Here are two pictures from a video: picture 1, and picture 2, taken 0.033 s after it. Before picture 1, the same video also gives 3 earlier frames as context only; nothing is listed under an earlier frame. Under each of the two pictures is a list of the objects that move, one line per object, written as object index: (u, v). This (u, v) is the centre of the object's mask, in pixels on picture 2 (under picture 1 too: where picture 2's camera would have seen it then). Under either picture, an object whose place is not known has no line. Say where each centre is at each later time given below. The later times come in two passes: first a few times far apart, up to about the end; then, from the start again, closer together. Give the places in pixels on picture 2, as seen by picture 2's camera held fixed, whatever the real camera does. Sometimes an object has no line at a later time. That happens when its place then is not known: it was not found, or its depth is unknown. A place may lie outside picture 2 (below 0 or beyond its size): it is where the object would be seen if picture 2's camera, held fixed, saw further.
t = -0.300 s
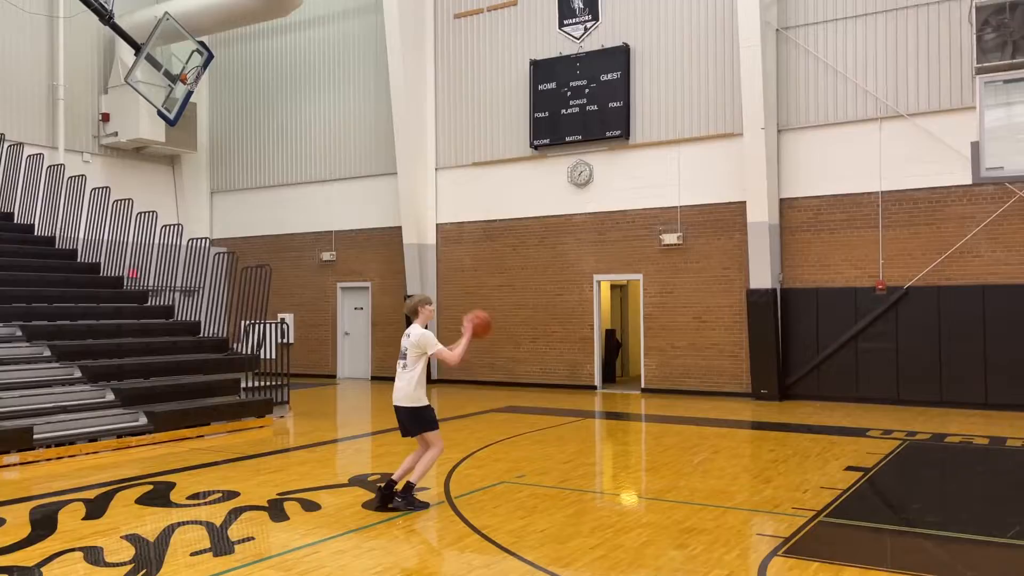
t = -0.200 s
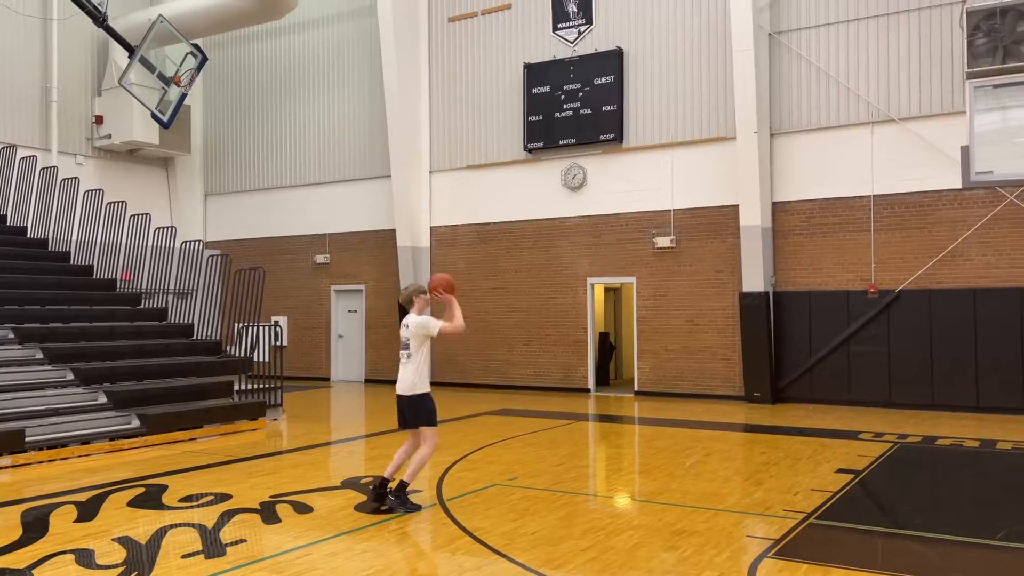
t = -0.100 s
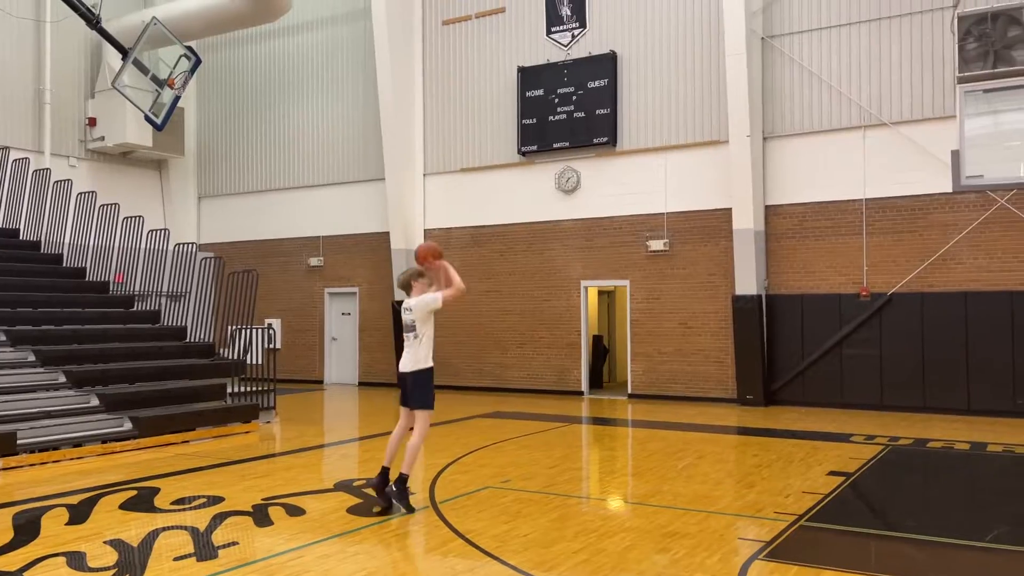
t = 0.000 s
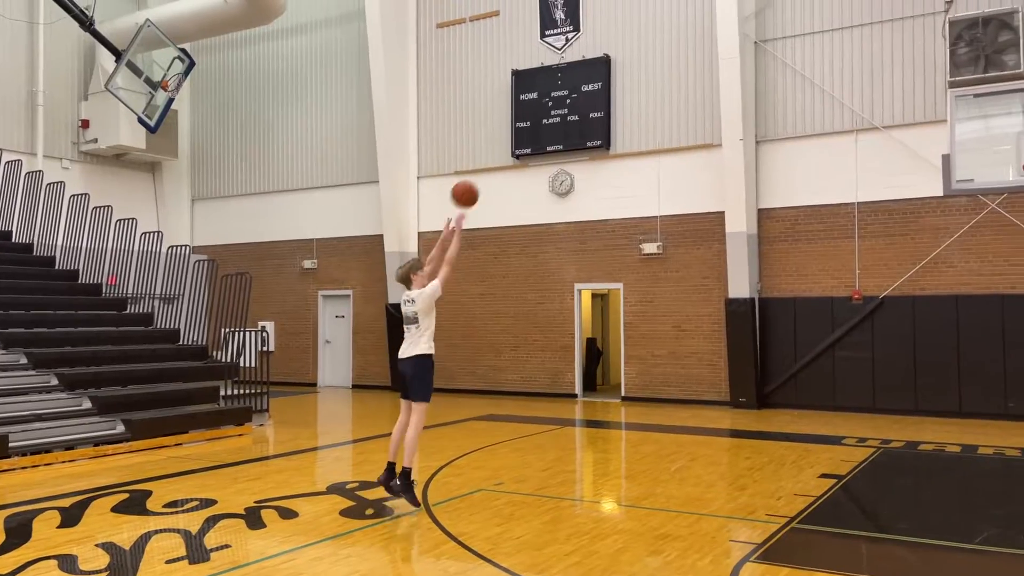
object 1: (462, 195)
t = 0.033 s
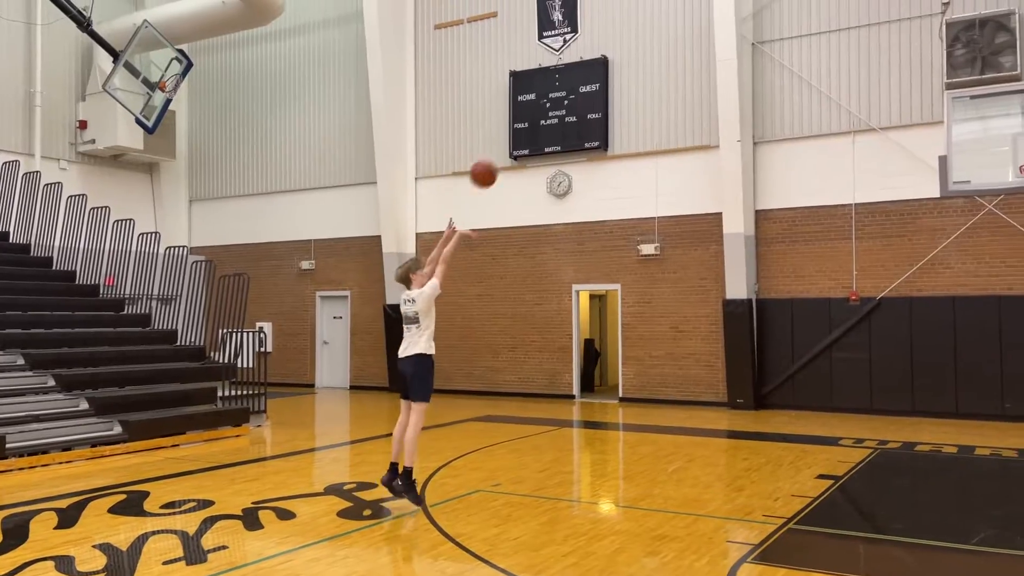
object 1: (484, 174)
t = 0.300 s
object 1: (642, 55)
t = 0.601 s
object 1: (806, 20)
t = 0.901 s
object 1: (956, 79)
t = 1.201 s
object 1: (1081, 196)
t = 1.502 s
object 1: (1145, 285)
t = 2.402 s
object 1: (1192, 316)
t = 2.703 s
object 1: (1182, 366)
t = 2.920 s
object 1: (1177, 463)
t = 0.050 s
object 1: (493, 164)
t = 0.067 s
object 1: (504, 154)
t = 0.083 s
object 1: (515, 145)
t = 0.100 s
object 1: (525, 136)
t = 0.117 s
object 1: (535, 128)
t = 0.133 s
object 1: (544, 119)
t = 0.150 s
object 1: (555, 111)
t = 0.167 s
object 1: (565, 103)
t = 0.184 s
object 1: (575, 96)
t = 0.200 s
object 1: (585, 89)
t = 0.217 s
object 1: (594, 82)
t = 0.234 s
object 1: (604, 76)
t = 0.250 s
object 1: (613, 71)
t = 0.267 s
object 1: (623, 65)
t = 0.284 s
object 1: (633, 60)
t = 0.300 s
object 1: (642, 55)
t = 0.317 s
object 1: (652, 51)
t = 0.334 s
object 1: (661, 46)
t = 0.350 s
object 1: (671, 42)
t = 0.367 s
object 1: (680, 39)
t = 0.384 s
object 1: (689, 36)
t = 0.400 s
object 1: (698, 33)
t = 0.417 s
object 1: (707, 30)
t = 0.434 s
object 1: (717, 27)
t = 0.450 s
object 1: (726, 25)
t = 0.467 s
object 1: (735, 24)
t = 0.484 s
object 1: (744, 22)
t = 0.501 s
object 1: (753, 21)
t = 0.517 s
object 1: (762, 20)
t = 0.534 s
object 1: (771, 20)
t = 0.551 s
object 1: (779, 19)
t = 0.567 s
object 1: (788, 19)
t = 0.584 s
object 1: (797, 20)
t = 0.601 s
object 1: (806, 20)
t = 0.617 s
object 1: (815, 21)
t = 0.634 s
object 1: (823, 22)
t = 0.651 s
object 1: (832, 24)
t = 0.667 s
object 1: (840, 26)
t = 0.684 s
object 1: (849, 28)
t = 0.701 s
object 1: (857, 30)
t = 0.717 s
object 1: (866, 33)
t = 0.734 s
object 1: (874, 36)
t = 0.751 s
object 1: (882, 39)
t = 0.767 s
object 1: (891, 42)
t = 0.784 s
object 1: (899, 46)
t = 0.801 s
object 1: (907, 50)
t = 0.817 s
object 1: (915, 54)
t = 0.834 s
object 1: (923, 59)
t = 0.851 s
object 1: (931, 64)
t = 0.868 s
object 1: (940, 69)
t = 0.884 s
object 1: (948, 74)
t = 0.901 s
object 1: (956, 79)
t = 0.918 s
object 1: (963, 86)
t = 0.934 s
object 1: (972, 91)
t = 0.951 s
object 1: (980, 98)
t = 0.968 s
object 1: (988, 104)
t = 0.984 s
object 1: (996, 111)
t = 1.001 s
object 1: (1004, 118)
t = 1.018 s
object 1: (1011, 126)
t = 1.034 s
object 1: (1019, 133)
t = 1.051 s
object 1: (1027, 141)
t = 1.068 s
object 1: (1034, 149)
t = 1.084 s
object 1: (1042, 154)
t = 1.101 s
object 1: (1049, 161)
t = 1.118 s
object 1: (1056, 174)
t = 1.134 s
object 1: (1069, 184)
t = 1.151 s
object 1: (1074, 187)
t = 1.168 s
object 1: (1075, 197)
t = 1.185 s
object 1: (1078, 192)
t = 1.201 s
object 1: (1081, 196)
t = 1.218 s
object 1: (1084, 199)
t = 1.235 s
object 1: (1088, 203)
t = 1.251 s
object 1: (1092, 205)
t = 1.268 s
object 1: (1096, 207)
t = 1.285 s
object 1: (1098, 210)
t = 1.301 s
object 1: (1103, 216)
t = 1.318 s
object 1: (1105, 219)
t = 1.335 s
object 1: (1109, 225)
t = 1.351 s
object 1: (1113, 228)
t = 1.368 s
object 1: (1116, 233)
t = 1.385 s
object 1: (1119, 238)
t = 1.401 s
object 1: (1123, 245)
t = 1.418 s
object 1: (1127, 250)
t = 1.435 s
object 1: (1130, 258)
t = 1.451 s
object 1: (1135, 264)
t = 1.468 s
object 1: (1138, 271)
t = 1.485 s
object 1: (1142, 277)
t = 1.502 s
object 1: (1145, 285)
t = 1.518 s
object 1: (1149, 291)
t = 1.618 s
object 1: (1166, 340)
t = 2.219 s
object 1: (1197, 329)
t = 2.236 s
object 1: (1197, 327)
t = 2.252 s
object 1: (1197, 325)
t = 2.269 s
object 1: (1196, 323)
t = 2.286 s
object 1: (1195, 321)
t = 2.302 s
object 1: (1195, 320)
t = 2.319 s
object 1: (1194, 318)
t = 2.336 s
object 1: (1194, 317)
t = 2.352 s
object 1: (1194, 316)
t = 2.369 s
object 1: (1193, 316)
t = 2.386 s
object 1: (1193, 316)
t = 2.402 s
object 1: (1192, 316)
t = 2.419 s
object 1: (1192, 316)
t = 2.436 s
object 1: (1191, 316)
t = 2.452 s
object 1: (1190, 317)
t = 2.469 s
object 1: (1189, 318)
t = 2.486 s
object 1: (1189, 320)
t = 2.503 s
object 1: (1188, 321)
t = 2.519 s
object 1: (1188, 324)
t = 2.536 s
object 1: (1187, 326)
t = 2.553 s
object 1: (1186, 329)
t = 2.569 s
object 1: (1186, 333)
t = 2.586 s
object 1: (1185, 336)
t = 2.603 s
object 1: (1185, 339)
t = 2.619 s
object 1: (1184, 343)
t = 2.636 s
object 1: (1184, 347)
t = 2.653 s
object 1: (1183, 351)
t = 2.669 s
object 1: (1183, 356)
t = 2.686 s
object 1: (1183, 361)
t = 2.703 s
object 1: (1182, 366)
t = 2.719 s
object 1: (1182, 371)
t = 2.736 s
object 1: (1181, 377)
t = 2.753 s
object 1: (1181, 383)
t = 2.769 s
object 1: (1180, 390)
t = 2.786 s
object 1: (1180, 397)
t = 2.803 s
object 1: (1180, 404)
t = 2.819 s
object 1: (1179, 411)
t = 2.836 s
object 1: (1179, 418)
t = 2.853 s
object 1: (1179, 427)
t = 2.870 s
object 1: (1178, 436)
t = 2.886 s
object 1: (1178, 444)
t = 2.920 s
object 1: (1177, 463)
